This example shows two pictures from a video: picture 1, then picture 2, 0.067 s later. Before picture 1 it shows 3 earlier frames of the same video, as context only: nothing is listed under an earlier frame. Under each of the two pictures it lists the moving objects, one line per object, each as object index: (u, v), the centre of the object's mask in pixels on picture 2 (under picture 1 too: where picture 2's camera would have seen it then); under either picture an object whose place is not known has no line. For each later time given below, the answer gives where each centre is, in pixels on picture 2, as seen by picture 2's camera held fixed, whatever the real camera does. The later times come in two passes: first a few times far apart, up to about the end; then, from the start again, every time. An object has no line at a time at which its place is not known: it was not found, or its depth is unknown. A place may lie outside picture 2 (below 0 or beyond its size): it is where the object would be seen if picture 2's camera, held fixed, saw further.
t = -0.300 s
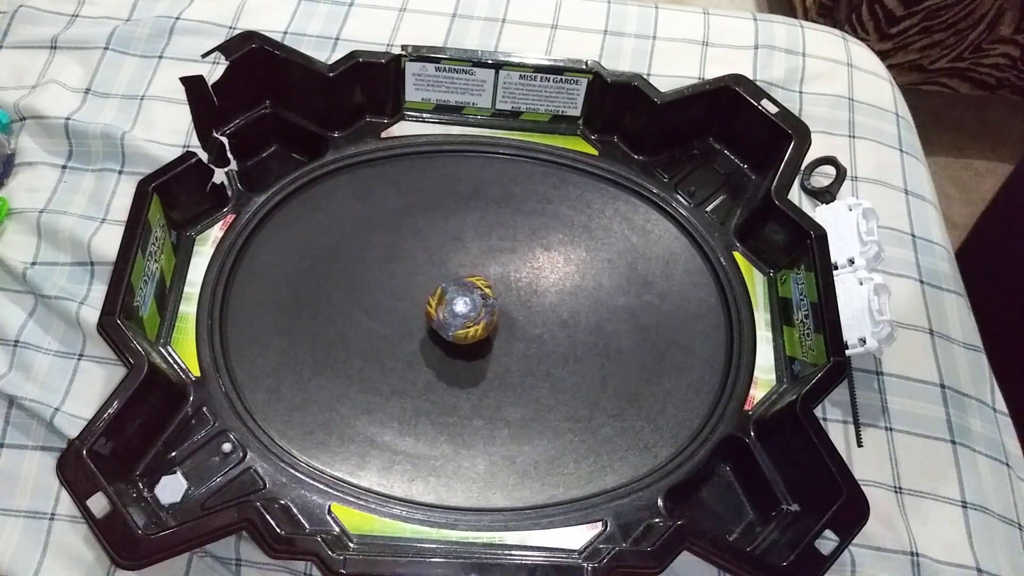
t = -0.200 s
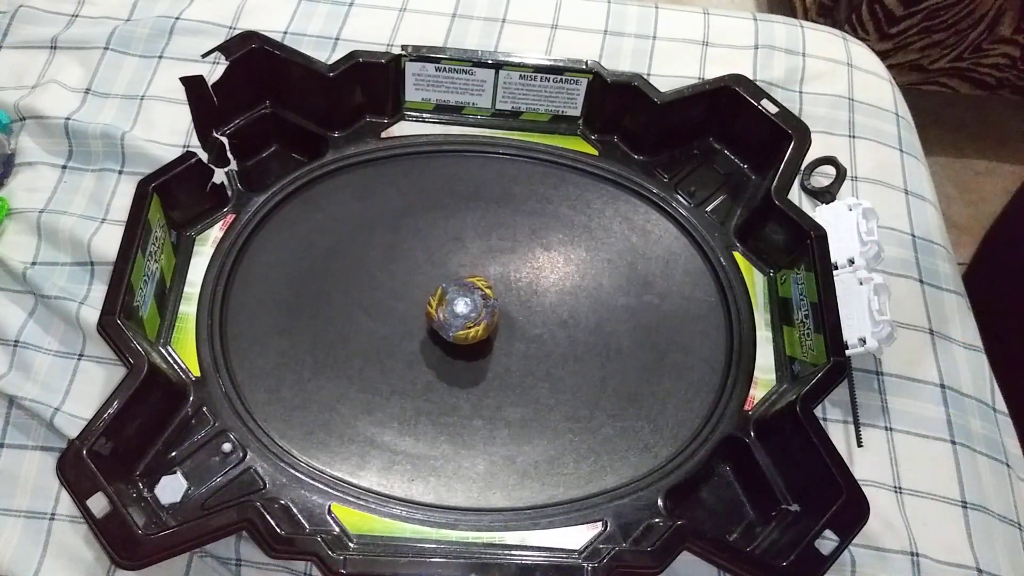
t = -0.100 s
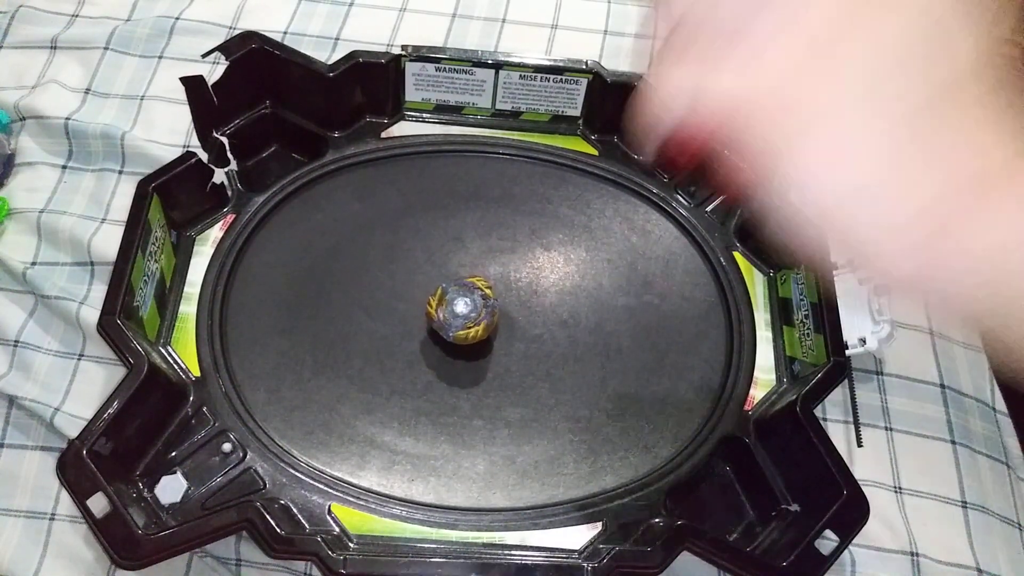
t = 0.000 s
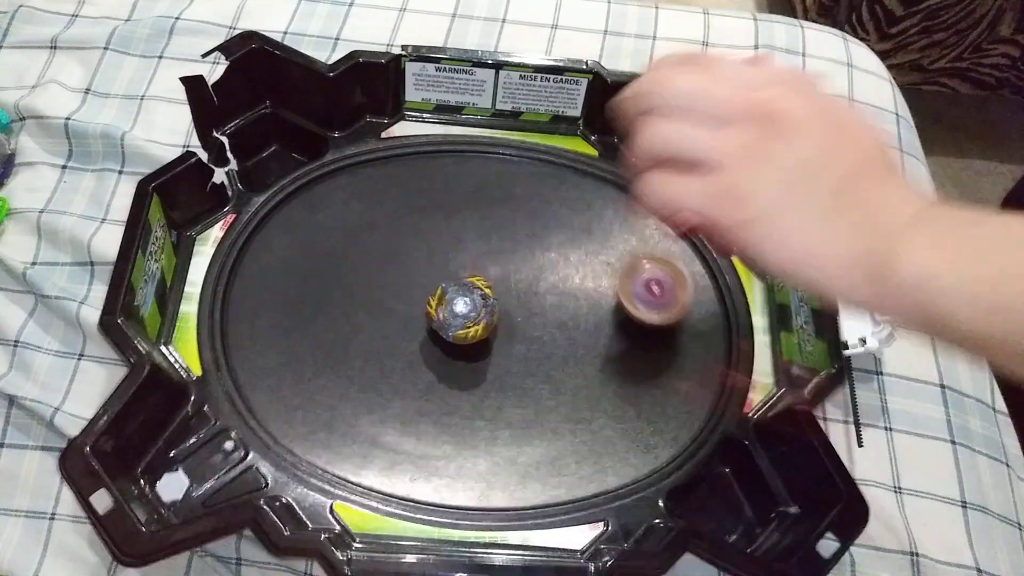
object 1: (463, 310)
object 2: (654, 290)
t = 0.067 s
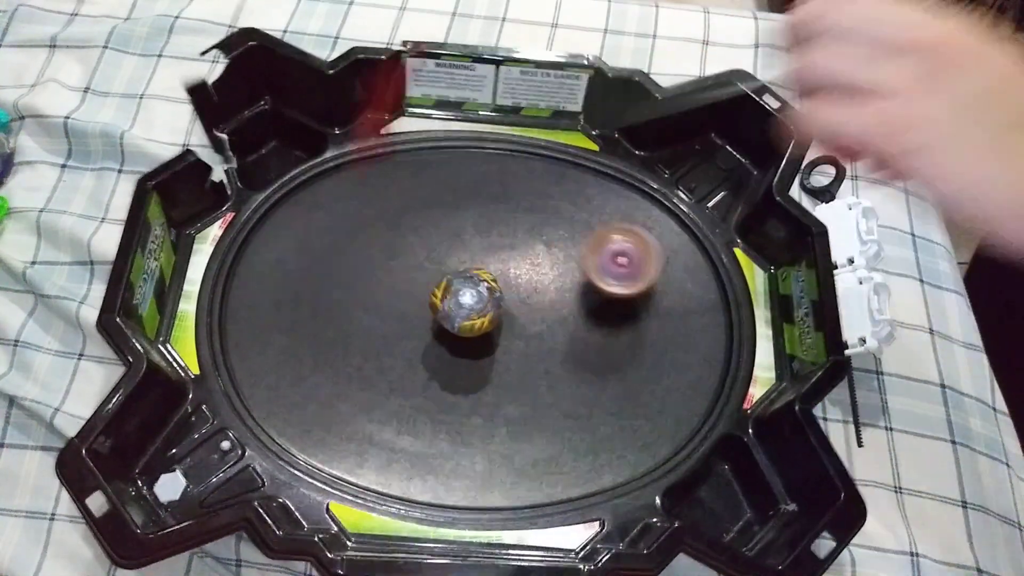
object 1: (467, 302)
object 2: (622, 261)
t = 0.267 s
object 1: (470, 312)
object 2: (499, 234)
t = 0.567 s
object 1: (486, 379)
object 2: (398, 333)
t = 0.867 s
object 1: (592, 445)
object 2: (490, 385)
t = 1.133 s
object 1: (556, 416)
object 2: (567, 281)
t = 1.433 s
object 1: (554, 325)
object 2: (381, 237)
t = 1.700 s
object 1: (545, 313)
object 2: (332, 412)
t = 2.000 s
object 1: (514, 284)
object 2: (589, 417)
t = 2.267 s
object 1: (501, 273)
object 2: (609, 232)
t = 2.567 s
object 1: (462, 277)
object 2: (357, 200)
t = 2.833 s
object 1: (436, 273)
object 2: (268, 396)
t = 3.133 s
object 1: (413, 290)
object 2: (533, 452)
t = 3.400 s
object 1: (397, 300)
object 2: (631, 283)
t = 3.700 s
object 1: (392, 321)
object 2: (436, 184)
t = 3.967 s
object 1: (393, 334)
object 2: (274, 320)
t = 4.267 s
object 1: (407, 353)
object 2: (460, 456)
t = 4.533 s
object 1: (422, 368)
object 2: (624, 335)
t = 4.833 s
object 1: (436, 375)
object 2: (505, 195)
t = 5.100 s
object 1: (451, 379)
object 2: (330, 268)
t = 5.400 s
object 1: (467, 376)
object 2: (421, 427)
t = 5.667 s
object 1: (487, 375)
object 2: (594, 369)
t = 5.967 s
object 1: (494, 365)
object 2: (525, 231)
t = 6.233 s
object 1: (502, 365)
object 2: (375, 266)
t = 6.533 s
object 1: (512, 355)
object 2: (389, 382)
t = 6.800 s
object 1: (552, 333)
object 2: (490, 385)
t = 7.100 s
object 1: (573, 356)
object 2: (494, 337)
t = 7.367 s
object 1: (571, 335)
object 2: (429, 316)
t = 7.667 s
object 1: (571, 327)
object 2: (404, 312)
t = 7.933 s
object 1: (571, 327)
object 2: (418, 315)
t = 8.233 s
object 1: (571, 325)
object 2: (443, 304)
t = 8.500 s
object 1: (571, 326)
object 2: (461, 286)
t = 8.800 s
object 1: (571, 327)
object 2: (481, 287)
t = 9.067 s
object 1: (578, 329)
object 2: (507, 298)
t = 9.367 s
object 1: (611, 332)
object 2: (489, 310)
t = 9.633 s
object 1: (573, 333)
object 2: (457, 319)
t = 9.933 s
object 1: (567, 339)
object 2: (438, 345)
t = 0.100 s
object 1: (470, 307)
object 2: (601, 260)
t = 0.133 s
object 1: (473, 306)
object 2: (578, 254)
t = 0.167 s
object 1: (475, 307)
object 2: (557, 246)
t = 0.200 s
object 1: (473, 309)
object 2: (536, 239)
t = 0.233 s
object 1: (472, 310)
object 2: (517, 235)
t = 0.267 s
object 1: (470, 312)
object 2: (499, 234)
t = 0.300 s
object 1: (467, 313)
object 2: (479, 236)
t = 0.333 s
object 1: (465, 317)
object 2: (460, 242)
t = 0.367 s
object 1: (462, 323)
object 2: (443, 251)
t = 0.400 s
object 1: (460, 331)
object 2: (429, 263)
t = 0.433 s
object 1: (460, 339)
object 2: (418, 276)
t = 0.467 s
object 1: (461, 348)
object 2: (410, 291)
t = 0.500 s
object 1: (464, 357)
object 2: (405, 306)
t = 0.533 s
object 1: (477, 369)
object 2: (399, 320)
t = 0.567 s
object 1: (486, 379)
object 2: (398, 333)
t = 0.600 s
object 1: (491, 386)
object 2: (401, 347)
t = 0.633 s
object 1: (493, 390)
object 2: (409, 362)
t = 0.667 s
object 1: (506, 396)
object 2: (415, 371)
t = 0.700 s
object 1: (526, 405)
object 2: (417, 376)
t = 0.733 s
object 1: (549, 416)
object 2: (424, 380)
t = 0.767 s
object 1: (566, 423)
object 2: (436, 384)
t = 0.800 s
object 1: (579, 430)
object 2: (452, 386)
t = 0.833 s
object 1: (589, 437)
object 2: (470, 387)
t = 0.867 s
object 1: (592, 445)
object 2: (490, 385)
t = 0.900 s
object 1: (593, 451)
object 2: (510, 381)
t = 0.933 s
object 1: (591, 454)
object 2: (529, 374)
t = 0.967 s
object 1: (587, 455)
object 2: (545, 363)
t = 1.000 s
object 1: (581, 452)
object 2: (558, 348)
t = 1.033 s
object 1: (573, 447)
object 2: (568, 333)
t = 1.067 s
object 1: (566, 438)
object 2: (573, 317)
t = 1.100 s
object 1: (560, 429)
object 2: (572, 300)
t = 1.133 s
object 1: (556, 416)
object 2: (567, 281)
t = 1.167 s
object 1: (551, 403)
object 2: (557, 265)
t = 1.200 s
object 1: (549, 391)
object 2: (544, 251)
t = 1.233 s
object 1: (548, 378)
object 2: (527, 239)
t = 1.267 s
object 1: (547, 364)
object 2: (507, 230)
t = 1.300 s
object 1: (548, 353)
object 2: (485, 224)
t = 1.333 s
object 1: (549, 342)
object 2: (460, 222)
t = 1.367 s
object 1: (550, 334)
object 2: (434, 223)
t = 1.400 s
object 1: (552, 329)
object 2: (408, 227)
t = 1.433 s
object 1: (554, 325)
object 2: (381, 237)
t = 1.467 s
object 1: (555, 322)
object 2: (357, 251)
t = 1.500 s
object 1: (555, 322)
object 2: (335, 268)
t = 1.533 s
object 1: (555, 321)
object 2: (318, 290)
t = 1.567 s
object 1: (555, 319)
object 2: (307, 314)
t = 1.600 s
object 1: (554, 318)
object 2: (303, 339)
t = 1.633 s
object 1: (551, 318)
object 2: (307, 366)
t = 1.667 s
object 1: (548, 315)
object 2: (316, 389)
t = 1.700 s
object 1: (545, 313)
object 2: (332, 412)
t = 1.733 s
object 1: (540, 311)
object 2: (354, 430)
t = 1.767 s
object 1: (536, 308)
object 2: (380, 444)
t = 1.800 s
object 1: (532, 306)
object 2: (410, 454)
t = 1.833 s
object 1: (530, 302)
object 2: (441, 460)
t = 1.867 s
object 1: (526, 298)
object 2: (474, 459)
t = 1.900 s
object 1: (523, 295)
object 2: (505, 455)
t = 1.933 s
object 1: (519, 292)
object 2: (535, 446)
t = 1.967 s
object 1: (517, 288)
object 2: (564, 434)
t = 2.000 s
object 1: (514, 284)
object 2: (589, 417)
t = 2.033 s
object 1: (512, 281)
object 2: (610, 397)
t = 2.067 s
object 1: (510, 278)
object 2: (627, 374)
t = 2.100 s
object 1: (508, 276)
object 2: (639, 349)
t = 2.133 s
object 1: (507, 274)
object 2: (644, 324)
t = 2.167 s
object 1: (506, 272)
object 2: (644, 299)
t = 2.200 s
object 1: (504, 273)
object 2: (637, 276)
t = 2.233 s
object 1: (503, 273)
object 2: (625, 254)
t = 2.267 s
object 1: (501, 273)
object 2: (609, 232)
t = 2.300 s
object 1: (498, 272)
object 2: (588, 214)
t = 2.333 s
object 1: (494, 274)
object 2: (565, 199)
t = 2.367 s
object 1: (491, 275)
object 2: (539, 188)
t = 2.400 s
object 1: (486, 276)
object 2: (511, 180)
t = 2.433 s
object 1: (482, 276)
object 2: (481, 176)
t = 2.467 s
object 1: (476, 276)
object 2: (450, 176)
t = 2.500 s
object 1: (471, 276)
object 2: (418, 180)
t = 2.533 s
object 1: (467, 277)
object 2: (386, 189)
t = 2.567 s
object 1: (462, 277)
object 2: (357, 200)
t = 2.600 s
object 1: (457, 275)
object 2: (329, 217)
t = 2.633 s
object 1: (453, 274)
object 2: (303, 236)
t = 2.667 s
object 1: (451, 274)
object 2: (283, 260)
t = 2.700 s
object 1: (448, 273)
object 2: (267, 285)
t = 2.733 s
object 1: (444, 271)
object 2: (257, 313)
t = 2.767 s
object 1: (441, 271)
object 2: (254, 341)
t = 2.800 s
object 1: (438, 271)
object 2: (258, 369)
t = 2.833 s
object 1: (436, 273)
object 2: (268, 396)
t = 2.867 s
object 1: (434, 274)
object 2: (286, 421)
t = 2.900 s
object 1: (432, 275)
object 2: (309, 441)
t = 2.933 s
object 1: (430, 276)
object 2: (336, 455)
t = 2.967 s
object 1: (428, 278)
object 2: (368, 465)
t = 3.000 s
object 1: (426, 280)
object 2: (403, 471)
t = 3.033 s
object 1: (422, 282)
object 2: (438, 473)
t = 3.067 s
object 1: (419, 286)
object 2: (472, 470)
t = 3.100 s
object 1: (416, 288)
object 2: (503, 463)
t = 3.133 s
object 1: (413, 290)
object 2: (533, 452)
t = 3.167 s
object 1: (410, 292)
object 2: (561, 438)
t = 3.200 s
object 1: (407, 292)
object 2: (585, 420)
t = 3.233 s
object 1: (405, 294)
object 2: (605, 401)
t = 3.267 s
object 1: (402, 295)
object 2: (621, 378)
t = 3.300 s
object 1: (399, 295)
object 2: (632, 354)
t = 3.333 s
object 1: (400, 297)
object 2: (637, 329)
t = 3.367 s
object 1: (398, 298)
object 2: (637, 306)
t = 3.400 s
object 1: (397, 300)
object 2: (631, 283)
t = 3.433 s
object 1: (396, 302)
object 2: (622, 262)
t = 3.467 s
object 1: (395, 304)
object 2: (608, 244)
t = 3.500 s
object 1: (394, 306)
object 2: (589, 225)
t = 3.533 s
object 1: (394, 307)
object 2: (569, 210)
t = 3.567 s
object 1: (395, 310)
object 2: (545, 198)
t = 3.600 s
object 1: (394, 313)
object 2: (519, 190)
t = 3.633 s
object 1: (394, 315)
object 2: (492, 185)
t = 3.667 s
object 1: (393, 318)
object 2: (465, 183)
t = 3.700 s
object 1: (392, 321)
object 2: (436, 184)
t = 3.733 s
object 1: (391, 324)
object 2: (407, 190)
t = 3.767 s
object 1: (391, 326)
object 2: (379, 199)
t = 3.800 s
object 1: (389, 328)
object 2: (353, 211)
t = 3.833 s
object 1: (388, 330)
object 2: (328, 227)
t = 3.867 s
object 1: (390, 331)
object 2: (307, 247)
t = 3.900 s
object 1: (391, 331)
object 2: (290, 270)
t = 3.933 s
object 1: (392, 332)
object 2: (279, 294)
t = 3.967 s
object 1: (393, 334)
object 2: (274, 320)
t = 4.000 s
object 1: (393, 336)
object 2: (275, 346)
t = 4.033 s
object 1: (395, 339)
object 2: (283, 371)
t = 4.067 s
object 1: (397, 341)
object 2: (297, 394)
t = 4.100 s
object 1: (399, 342)
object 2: (316, 415)
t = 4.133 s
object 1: (400, 344)
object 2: (340, 432)
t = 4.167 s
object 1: (402, 347)
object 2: (367, 445)
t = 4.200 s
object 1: (403, 349)
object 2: (397, 453)
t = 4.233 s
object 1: (405, 351)
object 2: (429, 456)
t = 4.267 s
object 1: (407, 353)
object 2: (460, 456)
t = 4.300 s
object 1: (408, 355)
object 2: (490, 451)
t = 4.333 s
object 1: (410, 356)
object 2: (518, 443)
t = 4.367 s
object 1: (412, 358)
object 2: (544, 431)
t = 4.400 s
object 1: (414, 361)
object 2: (568, 417)
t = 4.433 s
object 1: (417, 363)
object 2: (589, 399)
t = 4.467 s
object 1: (419, 364)
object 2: (605, 379)
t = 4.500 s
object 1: (420, 366)
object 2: (617, 358)
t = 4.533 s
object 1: (422, 368)
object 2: (624, 335)
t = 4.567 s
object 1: (423, 369)
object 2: (626, 315)
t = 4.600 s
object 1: (425, 370)
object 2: (623, 293)
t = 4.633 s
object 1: (427, 372)
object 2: (617, 274)
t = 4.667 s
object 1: (430, 373)
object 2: (606, 255)
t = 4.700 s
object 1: (431, 373)
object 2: (590, 237)
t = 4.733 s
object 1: (431, 373)
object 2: (573, 223)
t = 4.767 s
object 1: (433, 374)
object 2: (552, 210)
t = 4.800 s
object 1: (434, 375)
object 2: (529, 200)
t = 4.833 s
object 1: (436, 375)
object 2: (505, 195)
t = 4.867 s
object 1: (438, 376)
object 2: (479, 193)
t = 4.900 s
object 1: (440, 376)
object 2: (454, 194)
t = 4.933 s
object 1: (443, 376)
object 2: (429, 199)
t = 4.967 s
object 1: (444, 376)
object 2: (405, 206)
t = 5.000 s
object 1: (446, 377)
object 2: (383, 218)
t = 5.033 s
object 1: (448, 377)
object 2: (362, 232)
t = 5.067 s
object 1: (449, 378)
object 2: (343, 249)
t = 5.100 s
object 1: (451, 379)
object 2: (330, 268)
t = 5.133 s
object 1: (453, 379)
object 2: (319, 290)
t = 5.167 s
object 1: (455, 379)
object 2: (314, 313)
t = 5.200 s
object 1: (456, 379)
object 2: (316, 335)
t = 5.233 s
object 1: (457, 378)
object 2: (323, 356)
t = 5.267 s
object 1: (458, 378)
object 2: (335, 375)
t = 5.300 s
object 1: (459, 378)
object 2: (352, 393)
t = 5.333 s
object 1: (460, 378)
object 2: (372, 408)
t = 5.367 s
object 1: (462, 378)
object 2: (395, 419)
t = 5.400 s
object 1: (467, 376)
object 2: (421, 427)
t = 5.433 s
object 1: (472, 371)
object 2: (447, 432)
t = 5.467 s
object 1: (477, 369)
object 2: (473, 433)
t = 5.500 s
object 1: (480, 367)
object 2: (499, 431)
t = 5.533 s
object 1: (483, 368)
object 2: (523, 424)
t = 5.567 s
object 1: (484, 371)
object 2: (546, 415)
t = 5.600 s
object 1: (486, 372)
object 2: (565, 401)
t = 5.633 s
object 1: (487, 373)
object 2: (582, 386)
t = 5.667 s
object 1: (487, 375)
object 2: (594, 369)
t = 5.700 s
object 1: (487, 376)
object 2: (602, 351)
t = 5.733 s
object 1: (485, 377)
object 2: (605, 332)
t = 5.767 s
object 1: (485, 376)
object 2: (604, 313)
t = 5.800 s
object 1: (486, 374)
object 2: (600, 295)
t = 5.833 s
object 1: (487, 373)
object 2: (591, 279)
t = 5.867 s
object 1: (488, 371)
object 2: (579, 263)
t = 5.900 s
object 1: (490, 369)
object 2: (563, 250)
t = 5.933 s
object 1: (492, 367)
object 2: (545, 239)
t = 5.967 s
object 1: (494, 365)
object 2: (525, 231)
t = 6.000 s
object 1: (496, 365)
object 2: (505, 226)
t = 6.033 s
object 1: (498, 365)
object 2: (483, 224)
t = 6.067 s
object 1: (501, 366)
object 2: (462, 225)
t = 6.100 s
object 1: (502, 366)
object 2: (441, 229)
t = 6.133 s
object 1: (504, 367)
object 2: (421, 235)
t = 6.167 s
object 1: (504, 367)
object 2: (403, 243)
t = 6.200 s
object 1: (503, 366)
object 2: (388, 254)
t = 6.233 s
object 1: (502, 365)
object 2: (375, 266)
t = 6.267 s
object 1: (502, 364)
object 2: (364, 281)
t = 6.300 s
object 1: (502, 364)
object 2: (356, 296)
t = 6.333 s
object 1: (502, 363)
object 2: (352, 312)
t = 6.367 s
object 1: (503, 362)
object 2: (351, 325)
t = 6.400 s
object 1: (504, 361)
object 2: (354, 339)
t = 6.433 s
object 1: (505, 360)
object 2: (359, 352)
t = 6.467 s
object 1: (508, 358)
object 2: (367, 364)
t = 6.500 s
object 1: (511, 357)
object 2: (377, 374)
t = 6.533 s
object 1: (512, 355)
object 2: (389, 382)
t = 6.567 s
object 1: (513, 354)
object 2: (403, 389)
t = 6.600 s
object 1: (514, 355)
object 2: (419, 393)
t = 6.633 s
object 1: (514, 355)
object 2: (435, 395)
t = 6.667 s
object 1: (515, 355)
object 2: (451, 395)
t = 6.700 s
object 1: (518, 352)
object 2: (465, 394)
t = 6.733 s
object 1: (529, 345)
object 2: (472, 394)
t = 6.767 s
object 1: (543, 338)
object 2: (481, 390)
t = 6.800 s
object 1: (552, 333)
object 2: (490, 385)
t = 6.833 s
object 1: (560, 332)
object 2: (498, 379)
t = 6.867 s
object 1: (568, 335)
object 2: (504, 372)
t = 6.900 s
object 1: (574, 338)
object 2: (508, 366)
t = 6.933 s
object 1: (580, 340)
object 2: (507, 360)
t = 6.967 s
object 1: (582, 344)
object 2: (506, 355)
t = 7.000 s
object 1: (581, 348)
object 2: (504, 350)
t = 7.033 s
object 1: (578, 351)
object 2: (501, 345)
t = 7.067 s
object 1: (574, 355)
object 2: (500, 342)
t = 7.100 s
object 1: (573, 356)
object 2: (494, 337)
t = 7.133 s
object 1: (573, 354)
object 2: (486, 333)
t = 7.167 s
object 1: (572, 351)
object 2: (477, 330)
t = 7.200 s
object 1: (570, 347)
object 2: (467, 327)
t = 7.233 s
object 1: (570, 344)
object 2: (455, 323)
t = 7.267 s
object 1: (570, 341)
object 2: (445, 320)
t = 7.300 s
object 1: (570, 338)
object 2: (438, 319)
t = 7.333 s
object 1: (570, 337)
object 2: (433, 317)
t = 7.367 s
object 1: (571, 335)
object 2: (429, 316)
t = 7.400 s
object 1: (572, 334)
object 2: (426, 314)
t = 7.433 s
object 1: (572, 334)
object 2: (421, 313)
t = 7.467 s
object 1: (571, 333)
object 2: (416, 312)
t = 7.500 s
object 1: (571, 333)
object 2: (412, 312)
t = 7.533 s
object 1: (571, 332)
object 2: (409, 311)
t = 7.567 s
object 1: (571, 332)
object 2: (407, 311)
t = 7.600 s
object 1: (571, 331)
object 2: (405, 311)
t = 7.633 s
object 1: (571, 329)
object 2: (404, 311)
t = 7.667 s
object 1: (571, 327)
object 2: (404, 312)
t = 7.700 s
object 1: (571, 326)
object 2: (404, 312)
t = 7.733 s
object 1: (571, 325)
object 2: (405, 312)
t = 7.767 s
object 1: (572, 324)
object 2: (406, 313)
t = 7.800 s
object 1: (572, 324)
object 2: (408, 314)
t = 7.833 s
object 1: (571, 325)
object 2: (410, 314)
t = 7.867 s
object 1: (571, 325)
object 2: (413, 314)
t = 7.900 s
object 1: (571, 326)
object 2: (415, 315)
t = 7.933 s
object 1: (571, 327)
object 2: (418, 315)
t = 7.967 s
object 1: (571, 327)
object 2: (421, 314)
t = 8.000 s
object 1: (571, 328)
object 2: (424, 314)
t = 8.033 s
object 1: (571, 327)
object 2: (427, 313)
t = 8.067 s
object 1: (571, 327)
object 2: (429, 312)
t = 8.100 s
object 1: (571, 326)
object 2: (432, 310)
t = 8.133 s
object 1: (571, 326)
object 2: (435, 309)
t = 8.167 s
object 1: (571, 325)
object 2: (437, 307)
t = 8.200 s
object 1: (571, 325)
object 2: (440, 306)
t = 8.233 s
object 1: (571, 325)
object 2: (443, 304)
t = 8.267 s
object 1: (571, 325)
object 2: (446, 302)
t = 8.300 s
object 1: (571, 326)
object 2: (449, 298)
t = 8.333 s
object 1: (571, 326)
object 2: (452, 294)
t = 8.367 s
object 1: (571, 327)
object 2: (454, 290)
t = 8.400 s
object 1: (571, 327)
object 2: (456, 288)
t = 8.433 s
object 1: (571, 327)
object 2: (458, 287)
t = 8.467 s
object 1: (571, 327)
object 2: (459, 286)
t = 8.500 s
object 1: (571, 326)
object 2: (461, 286)
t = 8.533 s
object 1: (571, 325)
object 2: (462, 286)
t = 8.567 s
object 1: (571, 325)
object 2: (463, 286)
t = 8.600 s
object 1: (571, 325)
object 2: (465, 286)
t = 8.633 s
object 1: (571, 325)
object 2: (466, 286)
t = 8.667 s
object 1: (571, 325)
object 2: (468, 286)
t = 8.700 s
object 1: (571, 326)
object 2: (471, 286)
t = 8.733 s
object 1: (571, 326)
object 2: (474, 286)
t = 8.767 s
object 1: (571, 327)
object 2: (477, 287)
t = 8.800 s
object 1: (571, 327)
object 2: (481, 287)
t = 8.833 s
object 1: (571, 327)
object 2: (485, 288)
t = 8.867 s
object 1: (571, 326)
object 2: (489, 289)
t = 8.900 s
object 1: (571, 326)
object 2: (493, 290)
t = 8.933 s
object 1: (571, 326)
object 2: (497, 291)
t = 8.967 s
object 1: (571, 325)
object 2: (501, 293)
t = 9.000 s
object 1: (571, 325)
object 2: (505, 295)
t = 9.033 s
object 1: (575, 327)
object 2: (507, 297)
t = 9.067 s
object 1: (578, 329)
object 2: (507, 298)
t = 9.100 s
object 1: (581, 330)
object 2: (508, 299)
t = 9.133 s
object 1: (582, 331)
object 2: (509, 301)
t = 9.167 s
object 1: (581, 331)
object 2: (509, 304)
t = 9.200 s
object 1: (579, 330)
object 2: (510, 307)
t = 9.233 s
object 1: (591, 331)
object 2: (504, 307)
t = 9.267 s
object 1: (603, 332)
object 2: (499, 308)
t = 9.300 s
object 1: (609, 332)
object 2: (495, 309)
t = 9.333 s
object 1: (612, 333)
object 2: (492, 309)
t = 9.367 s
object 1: (611, 332)
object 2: (489, 310)
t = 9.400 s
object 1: (606, 332)
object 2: (485, 311)
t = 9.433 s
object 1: (599, 331)
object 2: (482, 312)
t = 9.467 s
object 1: (593, 329)
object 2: (478, 314)
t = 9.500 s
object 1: (588, 328)
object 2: (475, 315)
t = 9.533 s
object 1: (582, 329)
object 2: (471, 316)
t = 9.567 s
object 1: (579, 330)
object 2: (467, 317)
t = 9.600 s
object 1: (576, 332)
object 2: (463, 318)
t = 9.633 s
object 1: (573, 333)
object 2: (457, 319)
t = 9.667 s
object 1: (570, 336)
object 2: (452, 320)
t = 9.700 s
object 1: (568, 338)
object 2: (447, 321)
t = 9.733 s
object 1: (567, 340)
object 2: (443, 324)
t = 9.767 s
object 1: (566, 341)
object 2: (440, 327)
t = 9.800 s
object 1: (566, 341)
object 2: (438, 331)
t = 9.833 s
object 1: (567, 341)
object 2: (437, 335)
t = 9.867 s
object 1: (566, 341)
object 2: (437, 338)
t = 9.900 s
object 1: (567, 340)
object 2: (437, 342)
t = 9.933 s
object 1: (567, 339)
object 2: (438, 345)
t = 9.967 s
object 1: (567, 339)
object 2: (439, 348)
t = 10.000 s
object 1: (567, 338)
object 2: (440, 350)
